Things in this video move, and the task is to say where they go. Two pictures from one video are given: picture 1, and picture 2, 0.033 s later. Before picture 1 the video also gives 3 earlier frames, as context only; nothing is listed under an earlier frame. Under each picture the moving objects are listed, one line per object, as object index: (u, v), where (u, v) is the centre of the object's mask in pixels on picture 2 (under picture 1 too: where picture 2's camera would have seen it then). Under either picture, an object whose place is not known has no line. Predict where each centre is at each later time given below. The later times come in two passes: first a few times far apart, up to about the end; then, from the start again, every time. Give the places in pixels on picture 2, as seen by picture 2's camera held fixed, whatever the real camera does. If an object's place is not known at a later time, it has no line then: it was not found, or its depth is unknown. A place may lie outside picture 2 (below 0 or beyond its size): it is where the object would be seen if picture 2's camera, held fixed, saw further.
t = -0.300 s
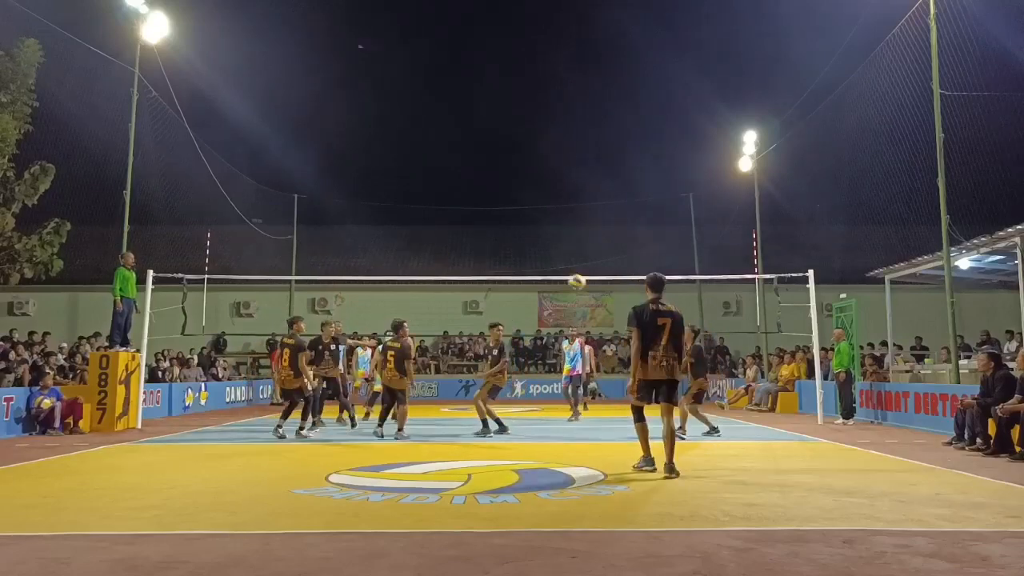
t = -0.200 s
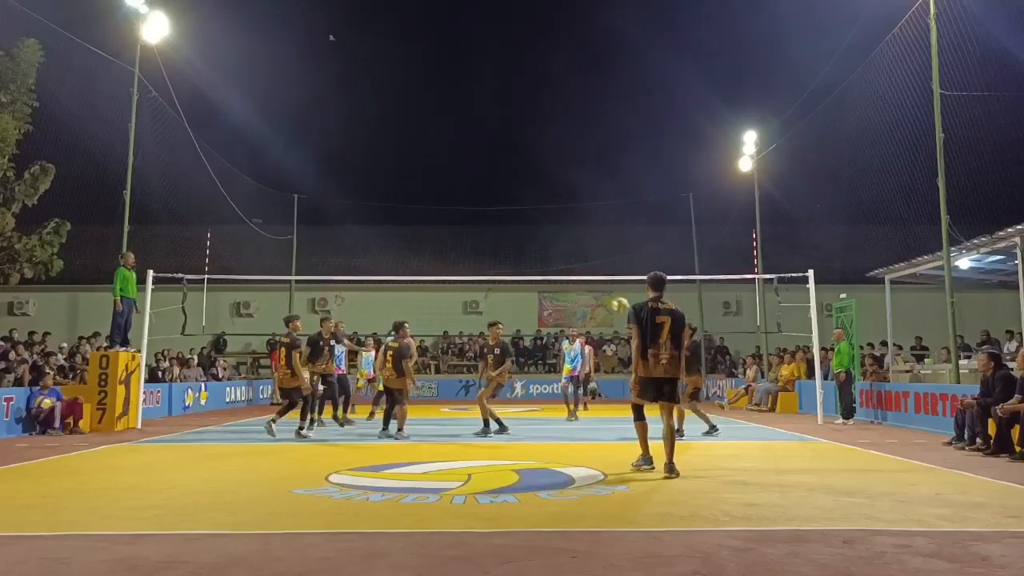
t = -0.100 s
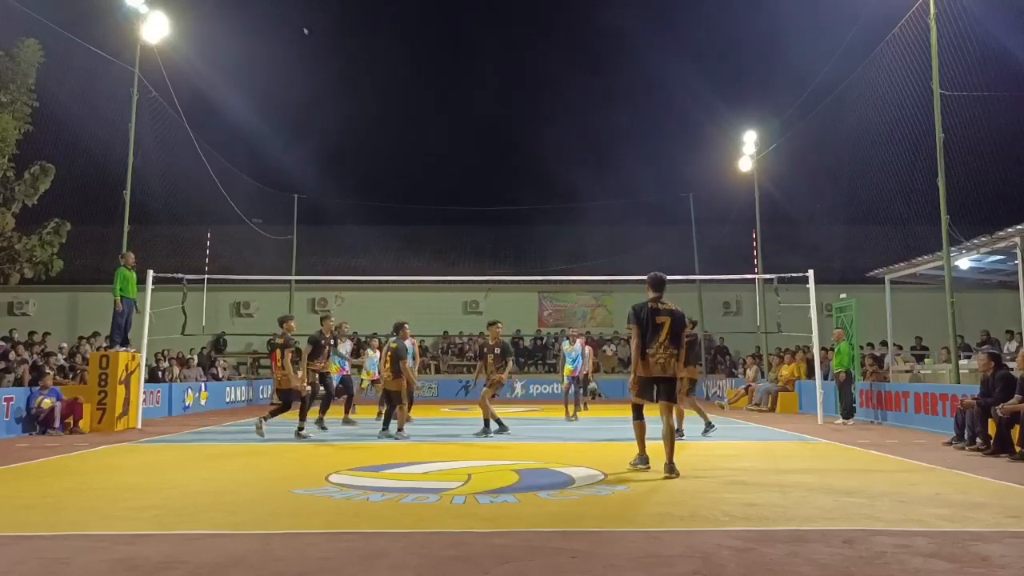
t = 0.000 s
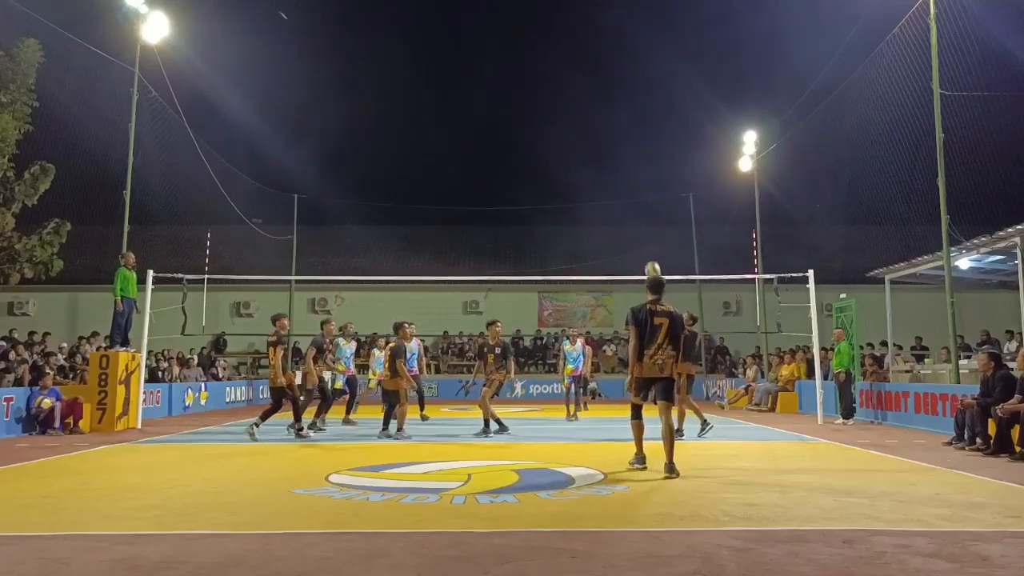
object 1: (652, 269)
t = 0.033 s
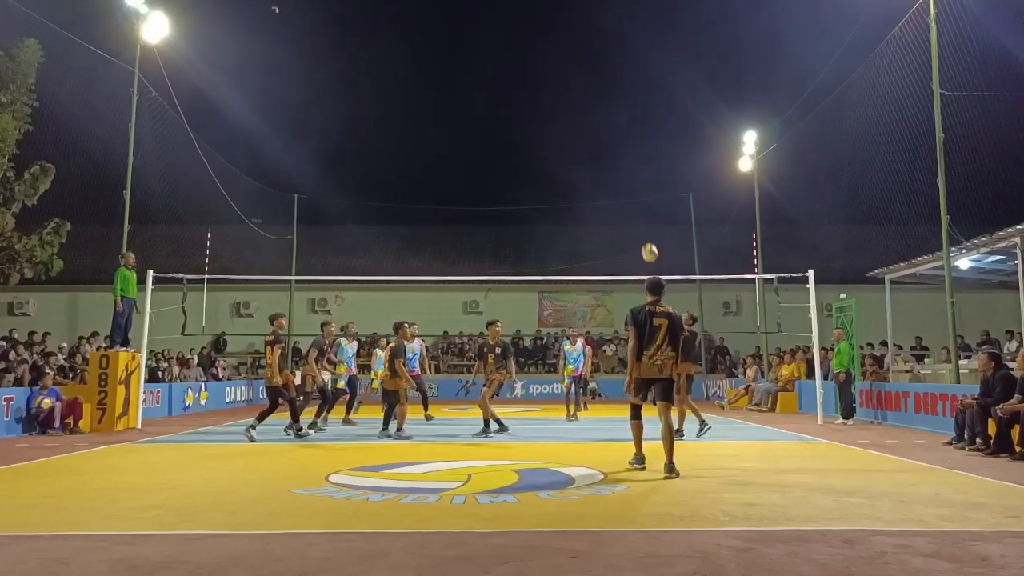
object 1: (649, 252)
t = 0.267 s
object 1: (628, 148)
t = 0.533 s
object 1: (606, 79)
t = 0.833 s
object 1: (584, 61)
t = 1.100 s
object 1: (566, 94)
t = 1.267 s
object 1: (554, 139)
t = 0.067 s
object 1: (646, 235)
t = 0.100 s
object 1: (643, 218)
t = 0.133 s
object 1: (640, 202)
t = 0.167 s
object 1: (637, 187)
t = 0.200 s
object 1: (634, 173)
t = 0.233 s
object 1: (631, 160)
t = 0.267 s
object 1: (628, 148)
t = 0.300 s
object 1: (625, 136)
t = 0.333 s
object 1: (623, 126)
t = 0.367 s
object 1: (620, 116)
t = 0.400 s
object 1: (617, 107)
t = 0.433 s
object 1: (614, 99)
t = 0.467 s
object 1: (612, 92)
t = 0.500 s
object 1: (609, 85)
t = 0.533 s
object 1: (606, 79)
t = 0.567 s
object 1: (604, 74)
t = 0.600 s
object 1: (602, 70)
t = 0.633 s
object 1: (599, 66)
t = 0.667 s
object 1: (596, 64)
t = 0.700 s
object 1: (594, 62)
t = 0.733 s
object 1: (592, 60)
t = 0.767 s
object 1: (589, 60)
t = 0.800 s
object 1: (587, 60)
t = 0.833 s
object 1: (584, 61)
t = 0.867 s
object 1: (582, 62)
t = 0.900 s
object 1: (580, 65)
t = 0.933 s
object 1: (577, 68)
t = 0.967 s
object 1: (575, 72)
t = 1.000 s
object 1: (573, 76)
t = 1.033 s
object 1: (570, 82)
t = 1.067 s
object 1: (568, 87)
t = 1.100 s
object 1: (566, 94)
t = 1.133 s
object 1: (564, 102)
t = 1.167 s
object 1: (561, 110)
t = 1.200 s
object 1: (559, 119)
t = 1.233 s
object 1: (557, 129)
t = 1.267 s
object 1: (554, 139)
